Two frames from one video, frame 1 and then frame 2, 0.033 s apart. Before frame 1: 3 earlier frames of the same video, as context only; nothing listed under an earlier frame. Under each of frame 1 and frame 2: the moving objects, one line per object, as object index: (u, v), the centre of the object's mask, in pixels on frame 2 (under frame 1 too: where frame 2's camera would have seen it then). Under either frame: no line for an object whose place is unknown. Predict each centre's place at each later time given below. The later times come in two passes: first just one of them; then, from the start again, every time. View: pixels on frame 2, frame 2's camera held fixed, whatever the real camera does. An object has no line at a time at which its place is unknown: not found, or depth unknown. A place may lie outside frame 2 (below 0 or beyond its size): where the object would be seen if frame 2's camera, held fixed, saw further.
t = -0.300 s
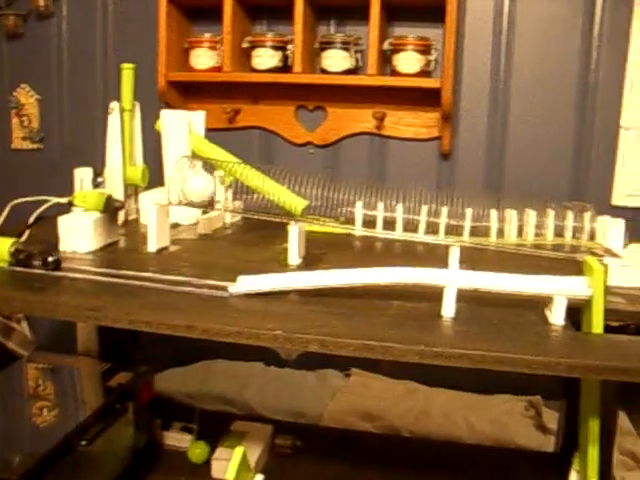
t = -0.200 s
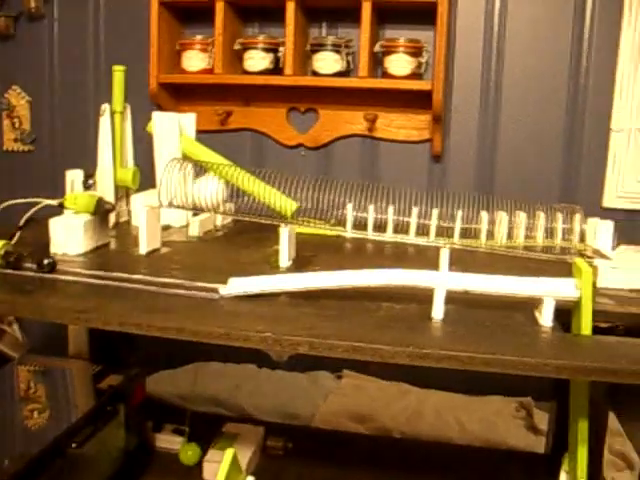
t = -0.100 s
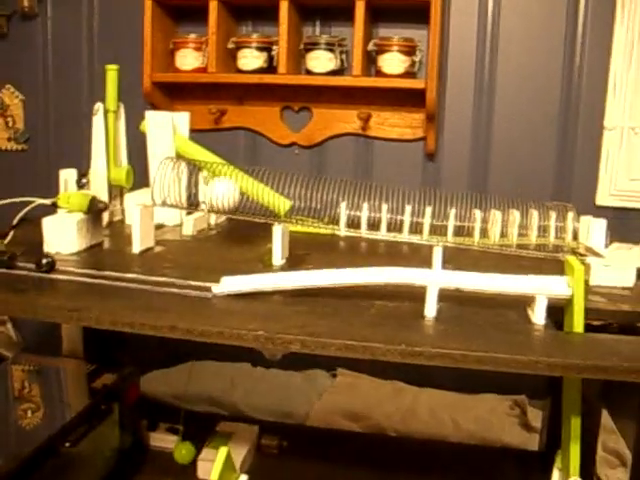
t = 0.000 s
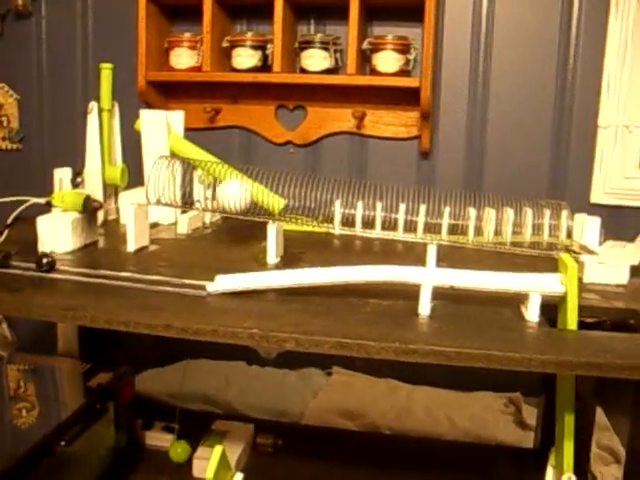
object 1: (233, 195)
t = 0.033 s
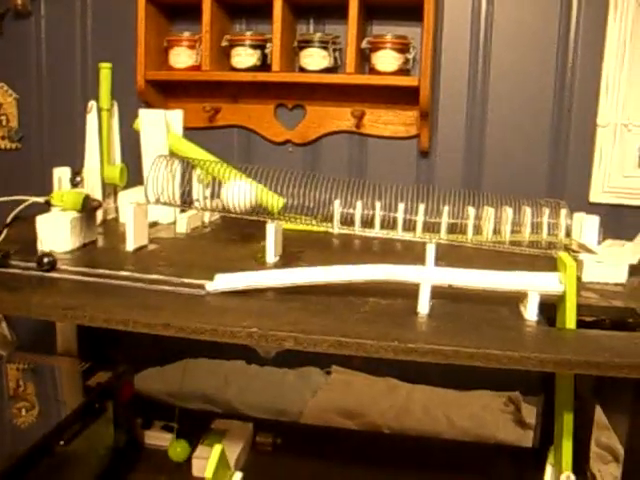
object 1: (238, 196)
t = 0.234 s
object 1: (276, 199)
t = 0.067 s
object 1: (244, 196)
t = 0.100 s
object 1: (251, 196)
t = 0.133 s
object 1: (257, 197)
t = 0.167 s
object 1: (263, 198)
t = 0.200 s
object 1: (269, 198)
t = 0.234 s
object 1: (276, 199)
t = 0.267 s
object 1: (283, 200)
